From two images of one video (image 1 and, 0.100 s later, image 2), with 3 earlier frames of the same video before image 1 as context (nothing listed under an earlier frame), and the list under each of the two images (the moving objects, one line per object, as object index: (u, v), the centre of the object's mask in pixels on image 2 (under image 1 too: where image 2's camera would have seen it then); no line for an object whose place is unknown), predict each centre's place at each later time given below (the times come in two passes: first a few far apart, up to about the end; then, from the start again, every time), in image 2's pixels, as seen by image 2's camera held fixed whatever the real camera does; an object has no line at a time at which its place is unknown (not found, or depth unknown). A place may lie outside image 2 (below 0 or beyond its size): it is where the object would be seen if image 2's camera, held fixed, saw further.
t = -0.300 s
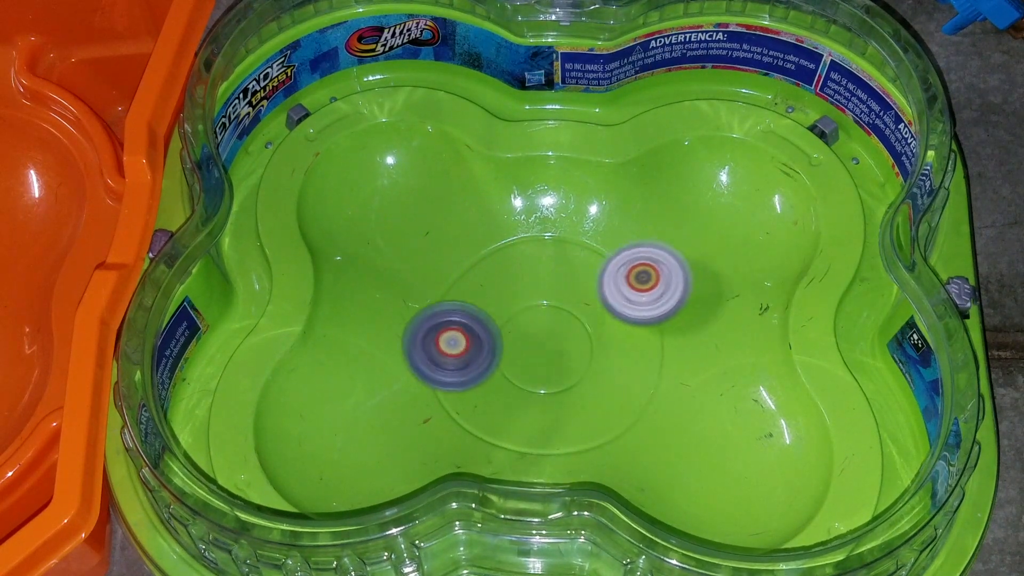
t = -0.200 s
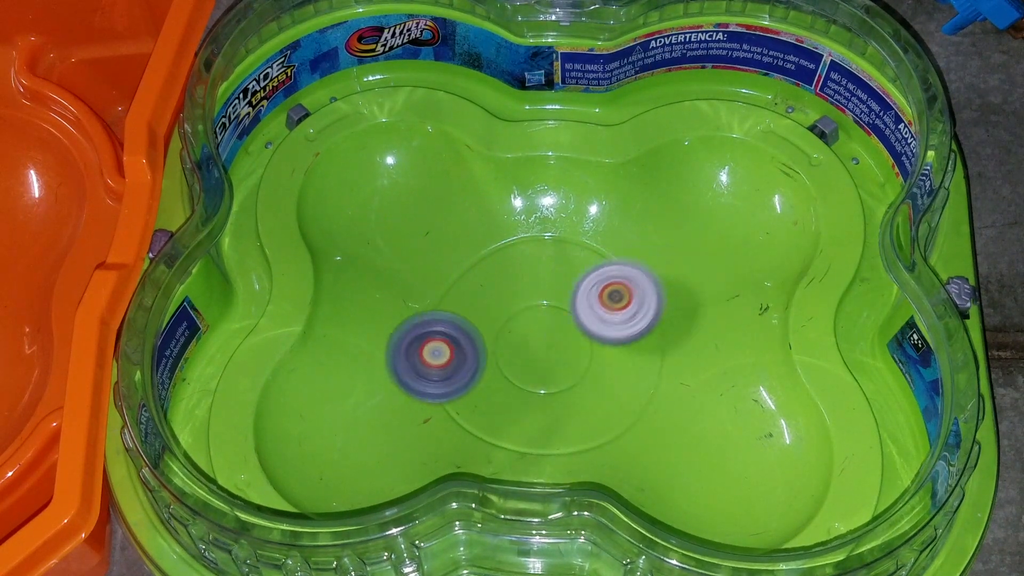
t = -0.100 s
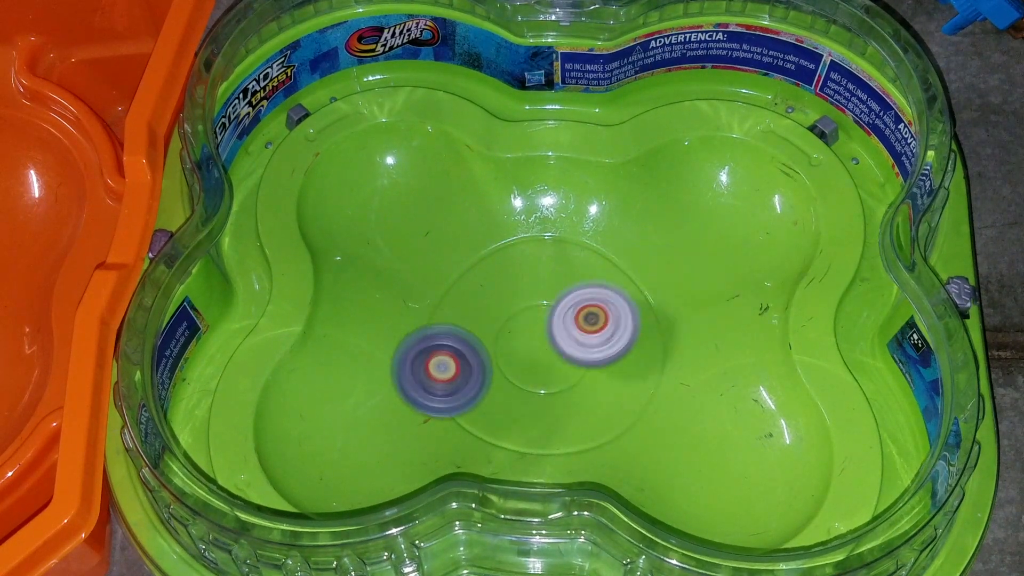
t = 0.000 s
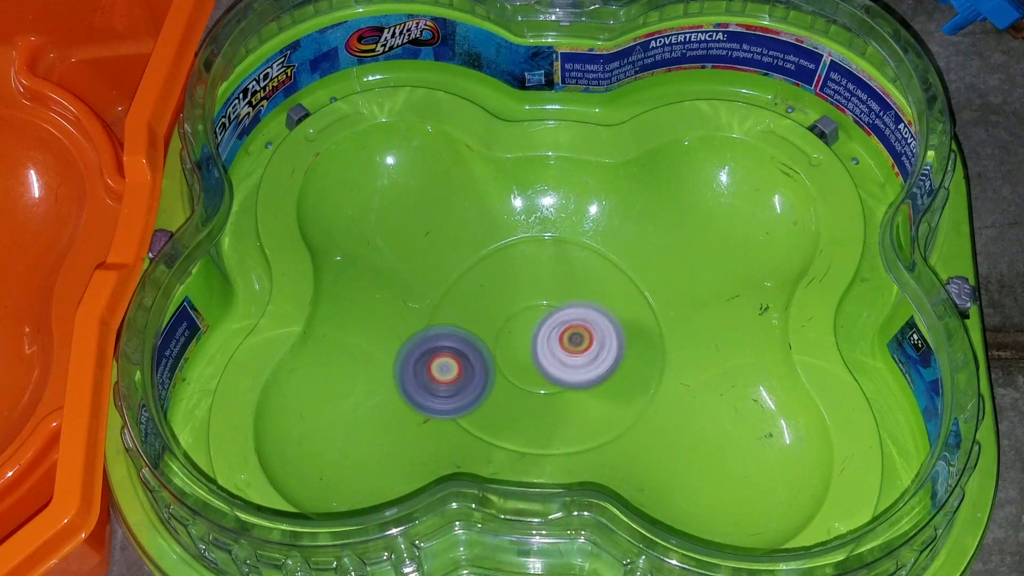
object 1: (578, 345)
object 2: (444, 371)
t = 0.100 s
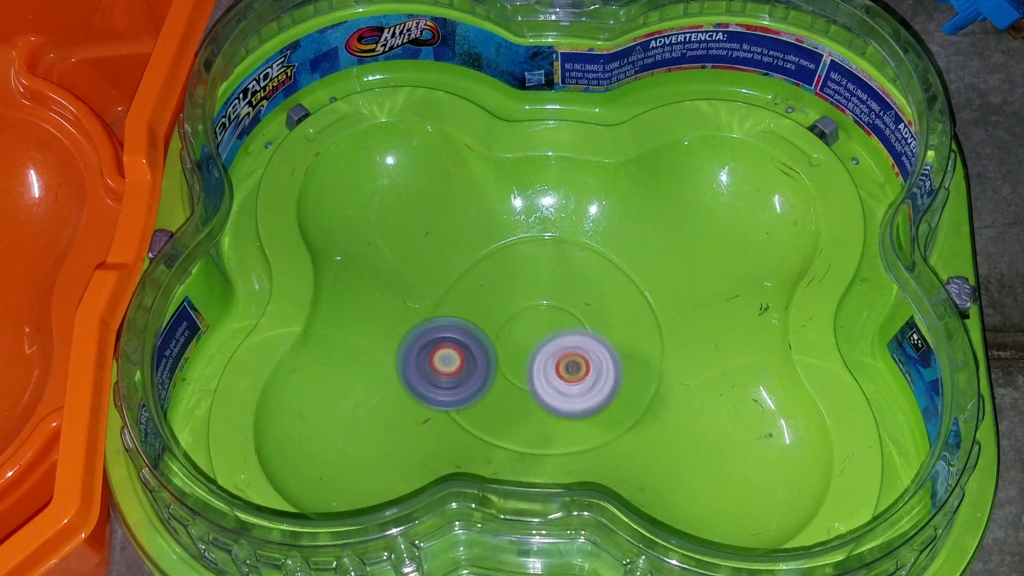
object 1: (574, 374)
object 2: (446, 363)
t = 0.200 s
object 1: (605, 396)
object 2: (457, 360)
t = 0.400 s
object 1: (671, 404)
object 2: (495, 348)
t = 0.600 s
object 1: (632, 396)
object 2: (531, 334)
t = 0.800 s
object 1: (654, 400)
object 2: (556, 307)
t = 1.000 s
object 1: (602, 379)
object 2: (561, 283)
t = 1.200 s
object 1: (621, 391)
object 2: (539, 272)
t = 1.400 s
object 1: (594, 366)
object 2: (521, 295)
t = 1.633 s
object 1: (508, 361)
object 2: (487, 272)
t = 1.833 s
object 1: (464, 373)
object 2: (478, 281)
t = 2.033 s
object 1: (422, 389)
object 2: (501, 303)
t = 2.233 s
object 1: (392, 403)
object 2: (527, 322)
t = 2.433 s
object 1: (380, 413)
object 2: (563, 334)
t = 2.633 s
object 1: (408, 393)
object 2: (593, 329)
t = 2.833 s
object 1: (420, 385)
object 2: (592, 330)
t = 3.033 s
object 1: (462, 368)
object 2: (587, 342)
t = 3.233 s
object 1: (493, 333)
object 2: (593, 360)
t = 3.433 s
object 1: (531, 300)
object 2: (615, 364)
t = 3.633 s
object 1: (484, 259)
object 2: (611, 364)
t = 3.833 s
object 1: (448, 263)
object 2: (605, 371)
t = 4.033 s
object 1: (480, 277)
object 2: (603, 370)
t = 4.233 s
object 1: (505, 294)
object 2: (584, 348)
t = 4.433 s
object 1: (492, 264)
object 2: (643, 415)
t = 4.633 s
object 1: (453, 269)
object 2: (701, 461)
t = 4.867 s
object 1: (524, 313)
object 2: (720, 465)
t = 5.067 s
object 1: (601, 316)
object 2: (709, 457)
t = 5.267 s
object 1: (655, 277)
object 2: (694, 444)
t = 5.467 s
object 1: (670, 268)
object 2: (676, 422)
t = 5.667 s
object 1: (673, 266)
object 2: (653, 380)
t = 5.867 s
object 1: (693, 202)
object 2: (565, 413)
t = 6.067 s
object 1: (671, 247)
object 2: (531, 379)
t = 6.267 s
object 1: (657, 277)
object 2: (528, 343)
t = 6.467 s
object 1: (675, 270)
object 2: (516, 316)
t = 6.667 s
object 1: (668, 270)
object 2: (518, 294)
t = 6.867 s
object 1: (634, 292)
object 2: (518, 283)
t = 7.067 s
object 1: (619, 313)
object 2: (507, 273)
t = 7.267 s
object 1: (586, 333)
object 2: (500, 269)
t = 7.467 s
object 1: (566, 368)
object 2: (480, 257)
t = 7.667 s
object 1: (555, 372)
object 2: (474, 265)
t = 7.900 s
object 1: (531, 368)
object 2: (483, 282)
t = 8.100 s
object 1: (530, 366)
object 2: (488, 272)
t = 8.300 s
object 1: (483, 391)
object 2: (482, 222)
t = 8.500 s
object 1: (469, 368)
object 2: (459, 230)
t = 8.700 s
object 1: (420, 365)
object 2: (453, 243)
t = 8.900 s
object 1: (387, 393)
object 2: (453, 277)
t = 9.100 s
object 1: (413, 397)
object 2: (469, 313)
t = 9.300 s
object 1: (442, 399)
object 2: (516, 320)
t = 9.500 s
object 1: (367, 419)
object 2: (629, 295)
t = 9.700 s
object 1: (343, 446)
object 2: (648, 297)
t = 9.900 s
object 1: (374, 416)
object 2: (652, 294)
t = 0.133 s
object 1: (580, 381)
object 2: (449, 362)
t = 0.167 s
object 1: (590, 388)
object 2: (452, 361)
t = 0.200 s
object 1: (605, 396)
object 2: (457, 360)
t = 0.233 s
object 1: (625, 404)
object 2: (462, 357)
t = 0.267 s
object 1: (646, 408)
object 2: (468, 356)
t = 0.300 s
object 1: (666, 408)
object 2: (474, 354)
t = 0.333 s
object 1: (677, 408)
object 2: (481, 351)
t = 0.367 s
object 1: (678, 407)
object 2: (487, 350)
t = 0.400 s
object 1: (671, 404)
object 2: (495, 348)
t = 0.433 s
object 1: (661, 400)
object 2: (504, 347)
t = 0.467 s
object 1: (651, 395)
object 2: (506, 344)
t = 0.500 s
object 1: (643, 391)
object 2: (510, 342)
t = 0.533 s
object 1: (634, 392)
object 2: (516, 340)
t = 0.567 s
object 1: (631, 394)
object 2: (524, 337)
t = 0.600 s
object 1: (632, 396)
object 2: (531, 334)
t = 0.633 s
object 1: (635, 400)
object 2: (538, 330)
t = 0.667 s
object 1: (638, 406)
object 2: (544, 326)
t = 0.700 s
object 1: (642, 407)
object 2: (549, 322)
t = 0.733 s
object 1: (650, 405)
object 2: (552, 317)
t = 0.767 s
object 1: (655, 403)
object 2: (554, 312)
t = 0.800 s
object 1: (654, 400)
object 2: (556, 307)
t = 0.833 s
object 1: (649, 396)
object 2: (557, 303)
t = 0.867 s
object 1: (642, 389)
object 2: (557, 299)
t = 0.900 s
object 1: (633, 385)
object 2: (558, 296)
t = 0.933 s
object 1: (621, 380)
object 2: (560, 292)
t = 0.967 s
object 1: (609, 377)
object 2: (564, 288)
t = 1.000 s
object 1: (602, 379)
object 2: (561, 283)
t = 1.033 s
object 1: (600, 383)
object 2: (557, 279)
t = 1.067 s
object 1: (602, 386)
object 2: (553, 276)
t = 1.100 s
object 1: (606, 388)
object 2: (550, 274)
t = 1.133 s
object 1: (610, 390)
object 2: (547, 272)
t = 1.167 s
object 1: (616, 391)
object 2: (543, 272)
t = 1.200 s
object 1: (621, 391)
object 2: (539, 272)
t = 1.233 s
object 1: (624, 391)
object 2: (535, 274)
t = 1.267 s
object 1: (624, 388)
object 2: (532, 276)
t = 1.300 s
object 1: (620, 384)
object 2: (529, 279)
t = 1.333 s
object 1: (613, 379)
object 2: (527, 283)
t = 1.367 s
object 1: (605, 373)
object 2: (524, 290)
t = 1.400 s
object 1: (594, 366)
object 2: (521, 295)
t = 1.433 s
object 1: (584, 361)
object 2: (518, 292)
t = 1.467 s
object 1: (573, 360)
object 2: (514, 284)
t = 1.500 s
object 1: (560, 361)
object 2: (509, 278)
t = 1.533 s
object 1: (545, 360)
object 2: (503, 275)
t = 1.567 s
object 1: (532, 358)
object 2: (497, 273)
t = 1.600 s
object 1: (520, 359)
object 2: (491, 272)
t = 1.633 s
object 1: (508, 361)
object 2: (487, 272)
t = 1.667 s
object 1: (502, 363)
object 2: (484, 272)
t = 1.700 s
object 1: (494, 366)
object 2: (481, 273)
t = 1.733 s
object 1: (486, 368)
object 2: (479, 274)
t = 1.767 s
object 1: (478, 371)
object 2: (477, 275)
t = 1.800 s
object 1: (471, 372)
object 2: (477, 278)
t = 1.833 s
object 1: (464, 373)
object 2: (478, 281)
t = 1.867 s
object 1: (456, 375)
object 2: (480, 284)
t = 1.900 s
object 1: (448, 377)
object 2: (483, 287)
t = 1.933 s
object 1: (439, 379)
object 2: (487, 290)
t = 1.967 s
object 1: (433, 382)
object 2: (491, 294)
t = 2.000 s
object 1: (427, 386)
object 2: (496, 298)
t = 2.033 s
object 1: (422, 389)
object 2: (501, 303)
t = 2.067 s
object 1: (416, 392)
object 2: (504, 309)
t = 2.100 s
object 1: (411, 394)
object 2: (505, 309)
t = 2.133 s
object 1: (406, 395)
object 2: (510, 310)
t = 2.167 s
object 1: (402, 398)
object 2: (516, 313)
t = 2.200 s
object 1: (397, 400)
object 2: (521, 318)
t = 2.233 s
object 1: (392, 403)
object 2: (527, 322)
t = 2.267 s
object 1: (388, 406)
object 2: (532, 326)
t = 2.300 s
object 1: (384, 408)
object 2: (538, 329)
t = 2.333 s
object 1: (381, 411)
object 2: (544, 331)
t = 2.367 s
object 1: (379, 413)
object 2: (551, 333)
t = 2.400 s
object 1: (379, 414)
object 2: (557, 334)
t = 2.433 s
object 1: (380, 413)
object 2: (563, 334)
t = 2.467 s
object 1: (384, 412)
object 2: (569, 334)
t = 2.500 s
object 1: (389, 409)
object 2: (575, 332)
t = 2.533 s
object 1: (394, 405)
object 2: (580, 331)
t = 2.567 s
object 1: (400, 401)
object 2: (584, 329)
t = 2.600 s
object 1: (405, 397)
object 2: (588, 327)
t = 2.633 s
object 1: (408, 393)
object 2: (593, 329)
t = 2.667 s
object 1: (409, 391)
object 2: (591, 329)
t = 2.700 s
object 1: (411, 390)
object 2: (590, 327)
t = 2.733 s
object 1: (412, 389)
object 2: (591, 329)
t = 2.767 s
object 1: (414, 388)
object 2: (594, 331)
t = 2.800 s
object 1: (416, 387)
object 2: (590, 330)
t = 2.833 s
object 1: (420, 385)
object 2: (592, 330)
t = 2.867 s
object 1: (424, 383)
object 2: (590, 331)
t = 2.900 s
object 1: (429, 380)
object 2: (589, 331)
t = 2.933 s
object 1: (434, 379)
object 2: (590, 334)
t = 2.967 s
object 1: (444, 379)
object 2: (592, 340)
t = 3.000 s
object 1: (452, 375)
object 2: (590, 342)
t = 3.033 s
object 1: (462, 368)
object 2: (587, 342)
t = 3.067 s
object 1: (470, 361)
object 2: (587, 347)
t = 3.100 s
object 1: (477, 354)
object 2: (585, 351)
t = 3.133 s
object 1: (483, 348)
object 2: (582, 353)
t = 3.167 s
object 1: (484, 340)
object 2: (585, 357)
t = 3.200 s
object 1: (488, 336)
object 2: (588, 359)
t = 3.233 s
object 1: (493, 333)
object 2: (593, 360)
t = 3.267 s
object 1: (501, 333)
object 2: (598, 360)
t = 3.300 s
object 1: (510, 331)
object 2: (603, 361)
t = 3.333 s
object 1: (518, 325)
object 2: (608, 362)
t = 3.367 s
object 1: (525, 318)
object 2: (610, 362)
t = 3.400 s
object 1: (529, 310)
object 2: (613, 363)
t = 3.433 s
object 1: (531, 300)
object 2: (615, 364)
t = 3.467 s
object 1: (532, 290)
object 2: (615, 364)
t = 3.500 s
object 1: (530, 282)
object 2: (616, 365)
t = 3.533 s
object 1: (523, 276)
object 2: (616, 365)
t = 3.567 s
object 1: (512, 271)
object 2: (615, 364)
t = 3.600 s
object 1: (498, 265)
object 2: (612, 364)
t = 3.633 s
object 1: (484, 259)
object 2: (611, 364)
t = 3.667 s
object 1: (468, 255)
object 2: (608, 365)
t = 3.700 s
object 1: (454, 257)
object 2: (606, 367)
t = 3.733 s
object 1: (444, 258)
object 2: (605, 368)
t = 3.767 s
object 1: (440, 258)
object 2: (605, 369)
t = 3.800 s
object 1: (443, 261)
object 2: (605, 370)
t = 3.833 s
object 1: (448, 263)
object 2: (605, 371)
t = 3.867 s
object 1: (454, 269)
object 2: (605, 372)
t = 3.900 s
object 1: (459, 272)
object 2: (606, 372)
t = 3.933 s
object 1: (466, 274)
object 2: (606, 372)
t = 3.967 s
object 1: (472, 275)
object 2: (605, 372)
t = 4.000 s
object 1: (476, 276)
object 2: (604, 371)
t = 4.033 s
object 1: (480, 277)
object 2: (603, 370)
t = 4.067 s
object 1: (483, 278)
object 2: (601, 367)
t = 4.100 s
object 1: (486, 280)
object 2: (598, 364)
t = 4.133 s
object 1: (490, 282)
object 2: (595, 362)
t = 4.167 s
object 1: (494, 285)
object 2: (591, 358)
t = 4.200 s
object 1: (499, 289)
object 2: (587, 354)
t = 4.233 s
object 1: (505, 294)
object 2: (584, 348)
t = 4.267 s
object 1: (508, 297)
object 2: (585, 349)
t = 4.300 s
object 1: (509, 297)
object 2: (588, 354)
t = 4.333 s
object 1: (512, 300)
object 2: (588, 353)
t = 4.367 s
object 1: (511, 297)
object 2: (598, 363)
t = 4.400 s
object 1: (499, 277)
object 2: (623, 393)
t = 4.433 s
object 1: (492, 264)
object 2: (643, 415)
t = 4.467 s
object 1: (483, 256)
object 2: (661, 429)
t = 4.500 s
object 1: (475, 250)
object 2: (674, 439)
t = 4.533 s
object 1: (466, 251)
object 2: (683, 445)
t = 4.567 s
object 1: (457, 255)
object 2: (689, 451)
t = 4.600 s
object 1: (452, 260)
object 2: (695, 455)
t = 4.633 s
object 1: (453, 269)
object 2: (701, 461)
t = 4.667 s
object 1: (457, 274)
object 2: (706, 465)
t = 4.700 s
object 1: (464, 278)
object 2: (711, 469)
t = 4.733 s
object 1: (475, 284)
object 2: (715, 471)
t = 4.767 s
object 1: (487, 291)
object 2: (718, 471)
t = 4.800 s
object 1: (498, 298)
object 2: (720, 470)
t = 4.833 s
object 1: (510, 307)
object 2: (721, 468)
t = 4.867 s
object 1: (524, 313)
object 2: (720, 465)
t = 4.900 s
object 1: (538, 319)
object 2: (719, 463)
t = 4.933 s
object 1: (552, 324)
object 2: (717, 461)
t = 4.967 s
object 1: (566, 326)
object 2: (716, 460)
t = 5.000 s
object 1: (579, 325)
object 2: (713, 459)
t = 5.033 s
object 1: (591, 323)
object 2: (711, 458)
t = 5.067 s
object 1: (601, 316)
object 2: (709, 457)
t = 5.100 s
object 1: (613, 309)
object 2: (706, 456)
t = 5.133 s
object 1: (624, 301)
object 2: (703, 454)
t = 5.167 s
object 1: (634, 294)
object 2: (700, 452)
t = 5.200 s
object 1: (644, 288)
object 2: (699, 450)
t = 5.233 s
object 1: (652, 283)
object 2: (696, 447)
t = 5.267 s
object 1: (655, 277)
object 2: (694, 444)
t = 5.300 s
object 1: (657, 273)
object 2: (691, 442)
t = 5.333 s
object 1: (661, 272)
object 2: (688, 439)
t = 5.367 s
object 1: (663, 271)
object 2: (685, 436)
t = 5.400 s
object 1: (666, 270)
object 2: (682, 431)
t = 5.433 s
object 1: (668, 269)
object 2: (680, 427)
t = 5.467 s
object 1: (670, 268)
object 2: (676, 422)
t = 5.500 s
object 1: (672, 267)
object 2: (673, 415)
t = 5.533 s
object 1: (673, 267)
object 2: (669, 410)
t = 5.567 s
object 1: (674, 266)
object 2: (665, 403)
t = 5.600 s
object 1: (675, 266)
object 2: (662, 396)
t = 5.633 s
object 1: (674, 266)
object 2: (657, 388)
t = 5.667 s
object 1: (673, 266)
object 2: (653, 380)
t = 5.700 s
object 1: (670, 268)
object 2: (648, 373)
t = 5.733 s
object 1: (666, 270)
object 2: (643, 365)
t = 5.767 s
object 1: (663, 273)
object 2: (637, 357)
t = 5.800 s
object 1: (671, 252)
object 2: (613, 377)
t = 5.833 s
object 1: (684, 222)
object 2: (587, 400)
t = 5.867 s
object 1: (693, 202)
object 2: (565, 413)
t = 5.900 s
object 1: (701, 192)
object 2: (549, 416)
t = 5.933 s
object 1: (702, 193)
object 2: (539, 414)
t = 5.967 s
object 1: (699, 201)
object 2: (534, 407)
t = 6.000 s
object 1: (690, 217)
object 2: (532, 397)
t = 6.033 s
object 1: (681, 233)
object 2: (532, 388)
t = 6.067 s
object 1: (671, 247)
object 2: (531, 379)
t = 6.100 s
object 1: (663, 259)
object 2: (531, 372)
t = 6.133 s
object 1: (657, 266)
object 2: (530, 367)
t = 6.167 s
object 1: (654, 270)
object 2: (531, 361)
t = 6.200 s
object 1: (654, 273)
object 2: (532, 354)
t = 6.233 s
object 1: (655, 275)
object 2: (530, 349)
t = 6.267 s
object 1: (657, 277)
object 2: (528, 343)
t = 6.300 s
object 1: (660, 277)
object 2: (526, 339)
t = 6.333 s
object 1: (664, 276)
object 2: (524, 334)
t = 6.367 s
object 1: (667, 275)
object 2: (522, 329)
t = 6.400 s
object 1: (670, 273)
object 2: (520, 325)
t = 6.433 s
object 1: (673, 272)
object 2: (517, 320)
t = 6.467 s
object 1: (675, 270)
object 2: (516, 316)
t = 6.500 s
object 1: (676, 268)
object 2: (515, 313)
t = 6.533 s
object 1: (677, 267)
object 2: (514, 308)
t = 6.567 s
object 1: (677, 266)
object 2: (514, 301)
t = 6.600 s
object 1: (675, 266)
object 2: (516, 295)
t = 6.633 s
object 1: (672, 268)
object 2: (518, 294)
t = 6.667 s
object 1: (668, 270)
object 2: (518, 294)
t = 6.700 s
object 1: (663, 273)
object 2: (517, 295)
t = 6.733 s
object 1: (658, 277)
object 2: (516, 293)
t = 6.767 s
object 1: (652, 280)
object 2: (516, 290)
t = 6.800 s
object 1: (645, 283)
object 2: (517, 288)
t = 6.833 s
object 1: (639, 288)
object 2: (517, 286)
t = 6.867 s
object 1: (634, 292)
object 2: (518, 283)
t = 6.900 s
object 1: (629, 297)
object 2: (520, 281)
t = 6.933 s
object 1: (624, 301)
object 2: (521, 281)
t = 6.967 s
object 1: (623, 305)
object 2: (518, 277)
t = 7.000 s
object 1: (624, 309)
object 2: (512, 275)
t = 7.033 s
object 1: (622, 311)
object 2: (508, 274)
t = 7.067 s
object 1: (619, 313)
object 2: (507, 273)
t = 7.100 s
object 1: (615, 315)
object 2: (506, 272)
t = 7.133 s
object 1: (610, 317)
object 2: (506, 272)
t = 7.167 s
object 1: (603, 319)
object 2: (505, 273)
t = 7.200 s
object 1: (596, 322)
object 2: (505, 273)
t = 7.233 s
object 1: (587, 324)
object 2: (506, 274)
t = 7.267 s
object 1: (586, 333)
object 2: (500, 269)
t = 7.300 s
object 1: (585, 346)
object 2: (491, 263)
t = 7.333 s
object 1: (580, 359)
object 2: (487, 260)
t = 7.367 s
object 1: (574, 367)
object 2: (485, 259)
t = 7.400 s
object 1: (570, 368)
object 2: (484, 258)
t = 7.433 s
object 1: (567, 369)
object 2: (481, 257)
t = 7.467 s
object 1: (566, 368)
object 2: (480, 257)
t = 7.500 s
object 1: (563, 371)
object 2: (478, 256)
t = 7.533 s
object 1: (561, 370)
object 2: (477, 257)
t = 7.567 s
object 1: (557, 373)
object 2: (475, 258)
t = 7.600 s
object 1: (557, 372)
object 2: (474, 260)
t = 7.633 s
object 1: (558, 370)
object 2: (474, 262)
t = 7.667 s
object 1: (555, 372)
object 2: (474, 265)
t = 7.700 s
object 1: (549, 373)
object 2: (474, 269)
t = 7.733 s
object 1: (545, 373)
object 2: (475, 272)
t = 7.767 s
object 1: (538, 373)
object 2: (476, 276)
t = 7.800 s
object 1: (534, 372)
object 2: (478, 281)
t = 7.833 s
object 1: (529, 370)
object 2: (480, 286)
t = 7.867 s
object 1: (526, 370)
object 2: (482, 289)
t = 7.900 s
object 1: (531, 368)
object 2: (483, 282)
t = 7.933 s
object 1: (530, 367)
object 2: (484, 279)
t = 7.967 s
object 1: (523, 368)
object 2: (485, 280)
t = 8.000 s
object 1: (521, 366)
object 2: (485, 282)
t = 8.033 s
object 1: (526, 370)
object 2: (485, 276)
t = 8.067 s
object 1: (531, 369)
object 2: (487, 273)
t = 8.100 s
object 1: (530, 366)
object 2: (488, 272)
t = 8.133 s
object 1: (524, 363)
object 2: (487, 272)
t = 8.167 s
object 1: (513, 359)
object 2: (486, 271)
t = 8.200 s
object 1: (502, 365)
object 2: (485, 263)
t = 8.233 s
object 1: (494, 382)
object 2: (485, 240)
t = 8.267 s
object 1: (488, 390)
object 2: (484, 226)
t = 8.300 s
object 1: (483, 391)
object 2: (482, 222)
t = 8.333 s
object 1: (481, 389)
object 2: (478, 221)
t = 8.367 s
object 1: (480, 386)
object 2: (473, 222)
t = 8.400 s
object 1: (478, 383)
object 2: (470, 224)
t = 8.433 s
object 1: (476, 378)
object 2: (466, 226)
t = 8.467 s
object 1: (474, 373)
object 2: (463, 228)
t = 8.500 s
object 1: (469, 368)
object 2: (459, 230)
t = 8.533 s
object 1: (464, 364)
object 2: (457, 232)
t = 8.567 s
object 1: (457, 361)
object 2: (455, 233)
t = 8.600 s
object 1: (448, 360)
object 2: (454, 235)
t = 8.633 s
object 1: (439, 360)
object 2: (454, 237)
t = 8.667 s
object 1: (429, 361)
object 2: (454, 239)
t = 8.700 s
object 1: (420, 365)
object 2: (453, 243)
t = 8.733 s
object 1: (413, 370)
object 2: (453, 247)
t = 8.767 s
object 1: (405, 375)
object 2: (453, 252)
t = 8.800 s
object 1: (398, 380)
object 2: (453, 260)
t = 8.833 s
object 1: (393, 385)
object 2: (451, 267)
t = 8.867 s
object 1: (389, 389)
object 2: (451, 272)
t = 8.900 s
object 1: (387, 393)
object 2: (453, 277)
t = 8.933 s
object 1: (387, 396)
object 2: (456, 282)
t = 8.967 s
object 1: (389, 398)
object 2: (458, 288)
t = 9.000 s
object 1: (392, 399)
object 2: (461, 294)
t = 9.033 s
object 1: (398, 399)
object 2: (464, 300)
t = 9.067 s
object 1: (405, 398)
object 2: (466, 307)
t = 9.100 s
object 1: (413, 397)
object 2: (469, 313)
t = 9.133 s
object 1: (407, 406)
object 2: (484, 310)
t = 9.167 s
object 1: (407, 410)
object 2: (499, 308)
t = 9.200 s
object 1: (412, 409)
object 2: (509, 308)
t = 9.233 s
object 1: (421, 407)
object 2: (514, 310)
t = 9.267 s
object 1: (431, 404)
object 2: (516, 315)
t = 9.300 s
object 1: (442, 399)
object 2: (516, 320)
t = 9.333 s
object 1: (443, 398)
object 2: (524, 322)
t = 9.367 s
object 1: (416, 406)
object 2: (559, 310)
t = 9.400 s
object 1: (397, 409)
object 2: (587, 301)
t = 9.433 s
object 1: (384, 412)
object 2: (607, 296)
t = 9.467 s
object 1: (374, 415)
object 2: (621, 294)
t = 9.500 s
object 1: (367, 419)
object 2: (629, 295)
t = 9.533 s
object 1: (358, 423)
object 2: (633, 296)
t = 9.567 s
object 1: (350, 428)
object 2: (636, 297)
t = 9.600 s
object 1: (343, 433)
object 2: (640, 297)
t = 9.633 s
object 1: (340, 437)
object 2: (643, 297)
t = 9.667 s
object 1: (340, 442)
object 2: (646, 297)
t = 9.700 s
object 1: (343, 446)
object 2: (648, 297)
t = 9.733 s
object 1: (349, 447)
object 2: (650, 297)
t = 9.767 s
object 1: (356, 445)
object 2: (653, 299)
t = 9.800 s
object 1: (363, 440)
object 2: (654, 300)
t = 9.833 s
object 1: (368, 432)
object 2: (654, 299)
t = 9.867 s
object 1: (371, 424)
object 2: (655, 297)
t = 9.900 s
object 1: (374, 416)
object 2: (652, 294)
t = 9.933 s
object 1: (376, 409)
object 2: (651, 289)
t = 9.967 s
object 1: (377, 404)
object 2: (652, 285)
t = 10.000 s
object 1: (378, 401)
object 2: (648, 282)
